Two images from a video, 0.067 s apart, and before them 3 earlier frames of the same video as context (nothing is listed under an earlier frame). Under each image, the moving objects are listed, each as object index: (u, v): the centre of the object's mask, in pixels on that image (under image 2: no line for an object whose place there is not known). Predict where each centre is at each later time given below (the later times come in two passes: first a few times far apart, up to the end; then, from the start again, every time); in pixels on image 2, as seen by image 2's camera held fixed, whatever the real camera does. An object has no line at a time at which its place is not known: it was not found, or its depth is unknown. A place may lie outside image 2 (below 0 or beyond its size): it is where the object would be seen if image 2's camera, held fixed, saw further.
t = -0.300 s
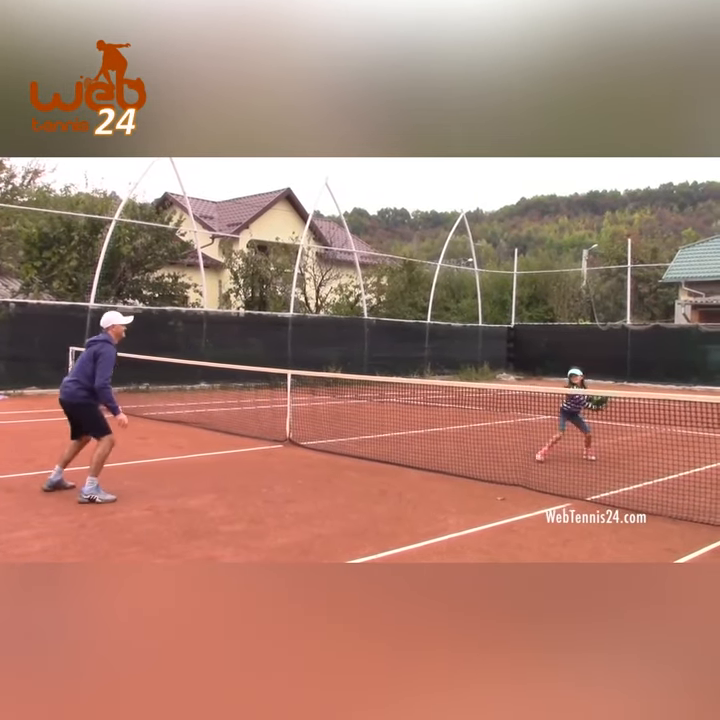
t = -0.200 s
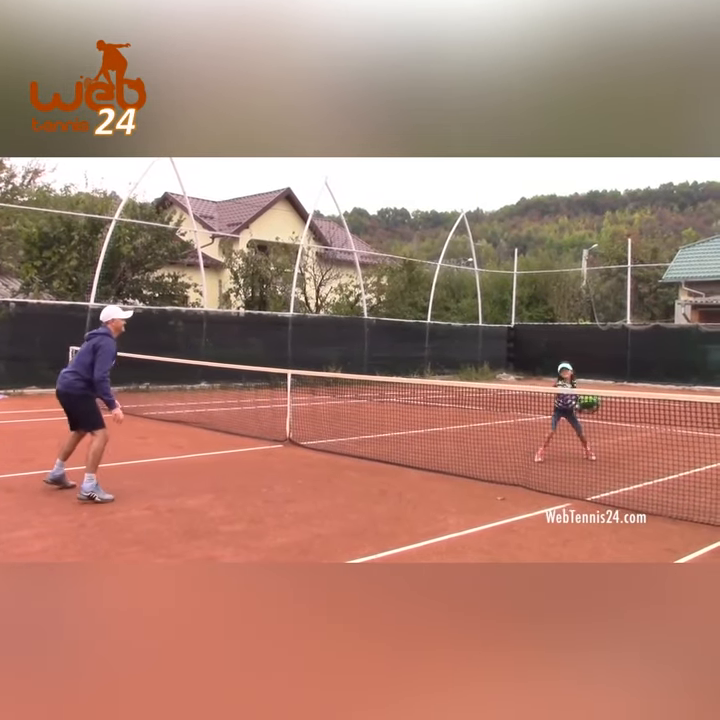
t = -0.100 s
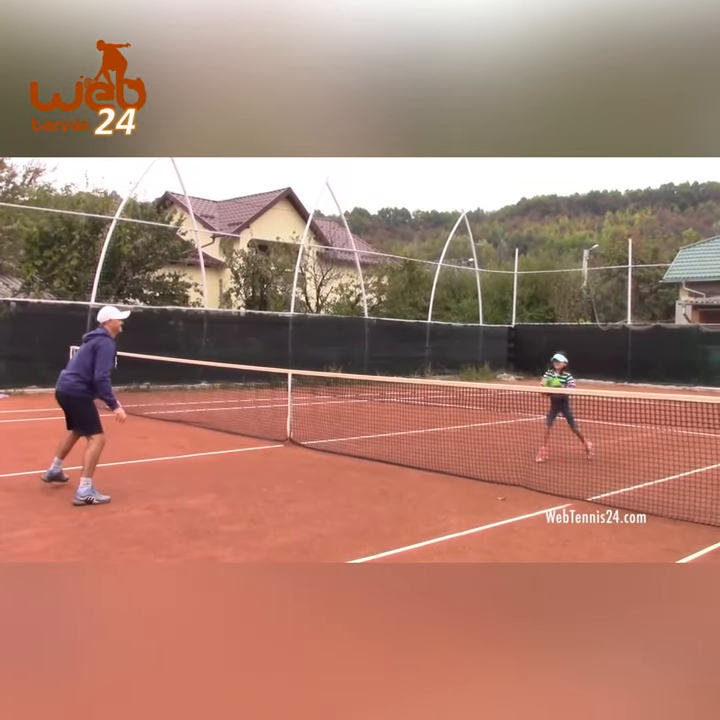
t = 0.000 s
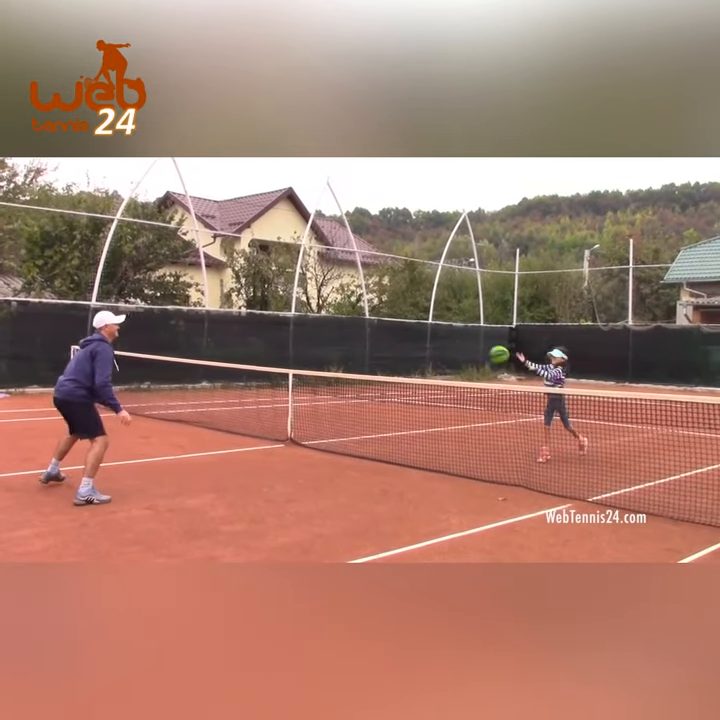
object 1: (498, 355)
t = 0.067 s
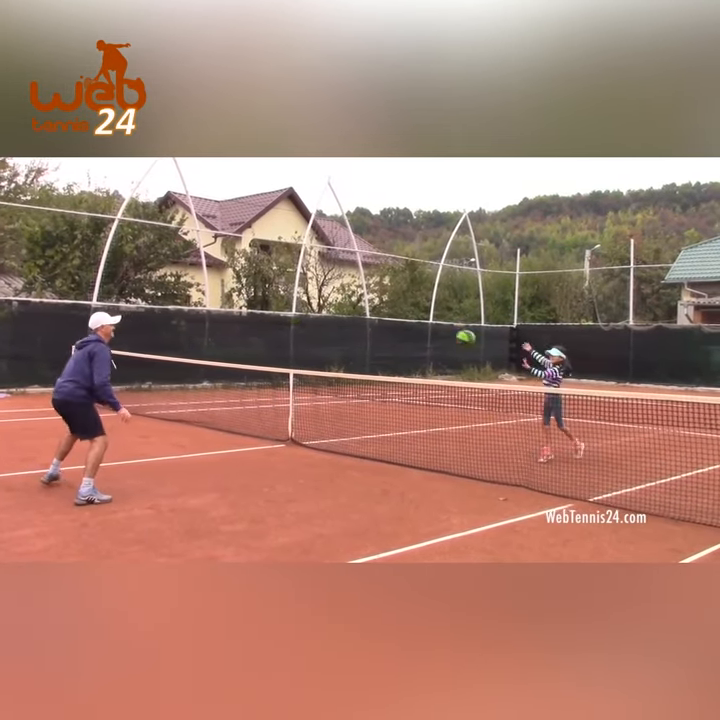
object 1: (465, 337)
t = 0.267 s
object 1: (363, 313)
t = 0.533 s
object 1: (232, 333)
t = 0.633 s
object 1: (184, 356)
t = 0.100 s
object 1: (447, 331)
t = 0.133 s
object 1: (430, 326)
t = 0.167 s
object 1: (413, 322)
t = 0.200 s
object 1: (397, 318)
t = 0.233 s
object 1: (380, 315)
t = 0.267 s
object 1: (363, 313)
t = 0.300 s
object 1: (346, 311)
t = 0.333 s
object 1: (330, 310)
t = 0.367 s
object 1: (313, 313)
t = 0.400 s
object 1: (296, 315)
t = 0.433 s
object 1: (279, 319)
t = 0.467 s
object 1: (264, 323)
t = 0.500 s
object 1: (248, 327)
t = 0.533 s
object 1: (232, 333)
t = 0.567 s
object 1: (216, 340)
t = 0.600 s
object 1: (201, 347)
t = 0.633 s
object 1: (184, 356)
